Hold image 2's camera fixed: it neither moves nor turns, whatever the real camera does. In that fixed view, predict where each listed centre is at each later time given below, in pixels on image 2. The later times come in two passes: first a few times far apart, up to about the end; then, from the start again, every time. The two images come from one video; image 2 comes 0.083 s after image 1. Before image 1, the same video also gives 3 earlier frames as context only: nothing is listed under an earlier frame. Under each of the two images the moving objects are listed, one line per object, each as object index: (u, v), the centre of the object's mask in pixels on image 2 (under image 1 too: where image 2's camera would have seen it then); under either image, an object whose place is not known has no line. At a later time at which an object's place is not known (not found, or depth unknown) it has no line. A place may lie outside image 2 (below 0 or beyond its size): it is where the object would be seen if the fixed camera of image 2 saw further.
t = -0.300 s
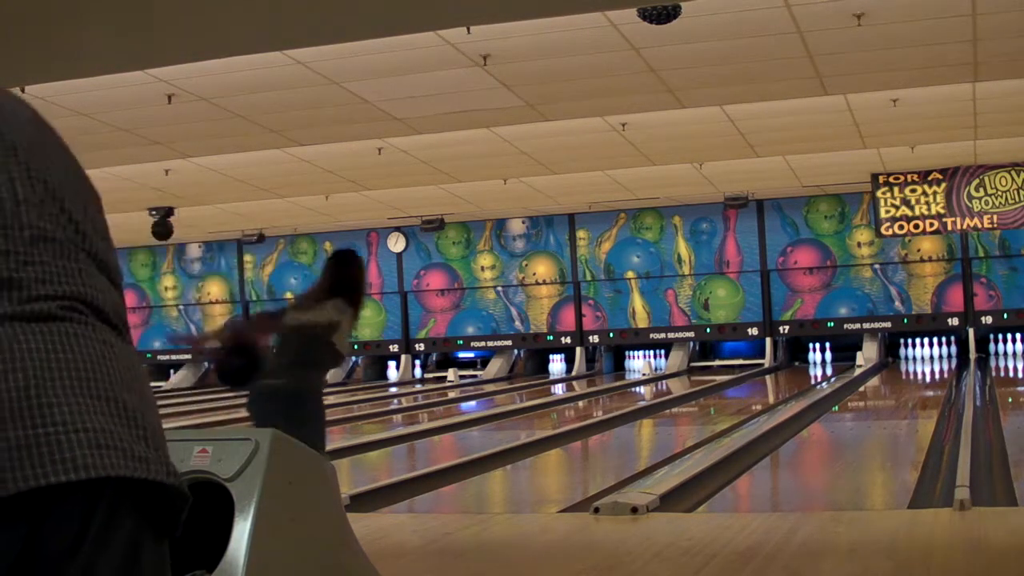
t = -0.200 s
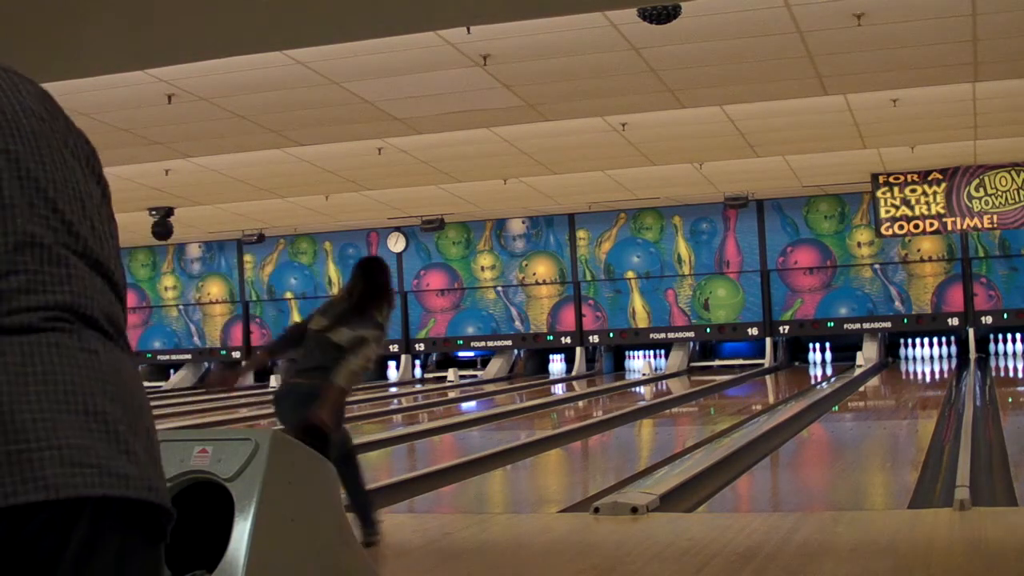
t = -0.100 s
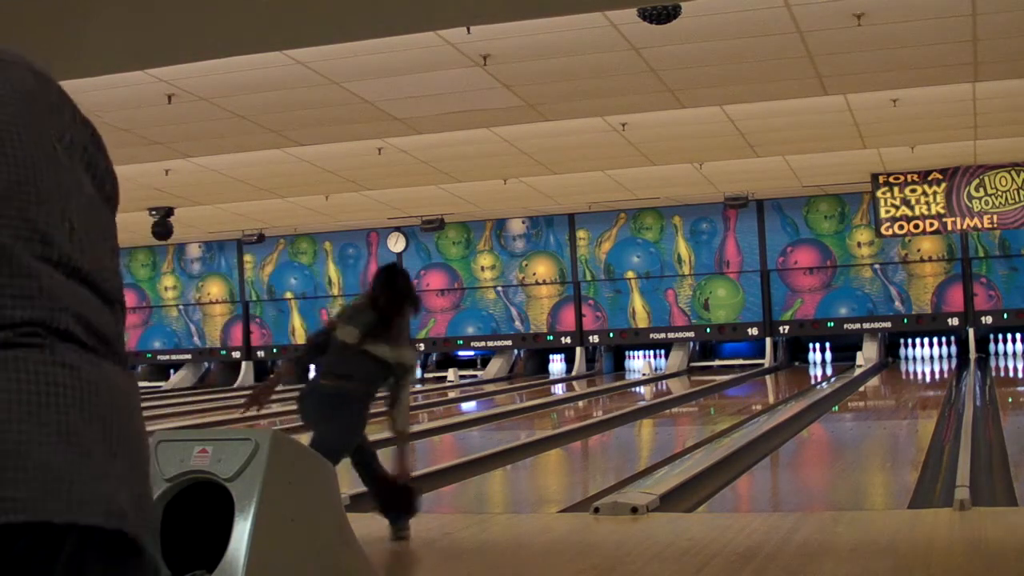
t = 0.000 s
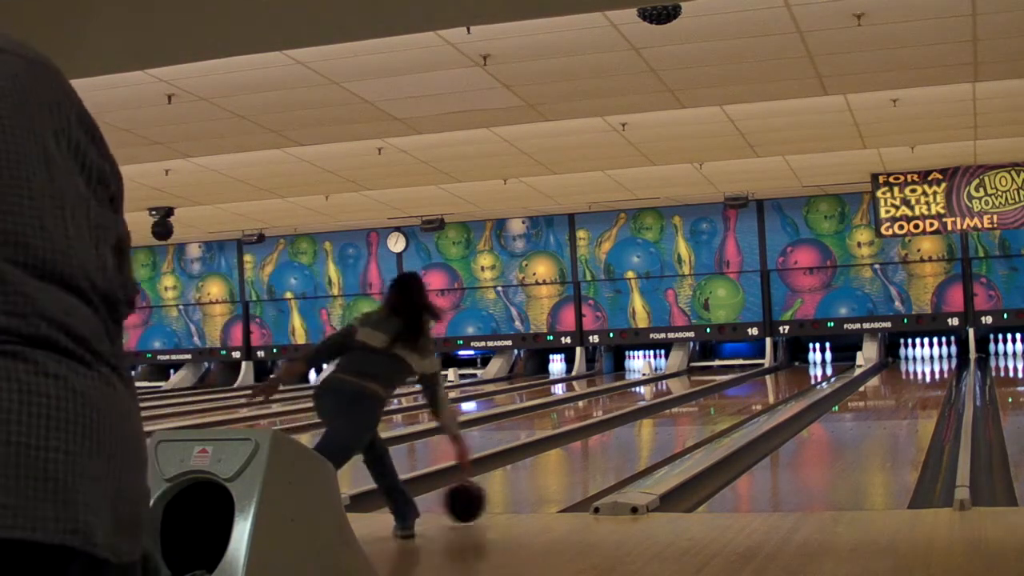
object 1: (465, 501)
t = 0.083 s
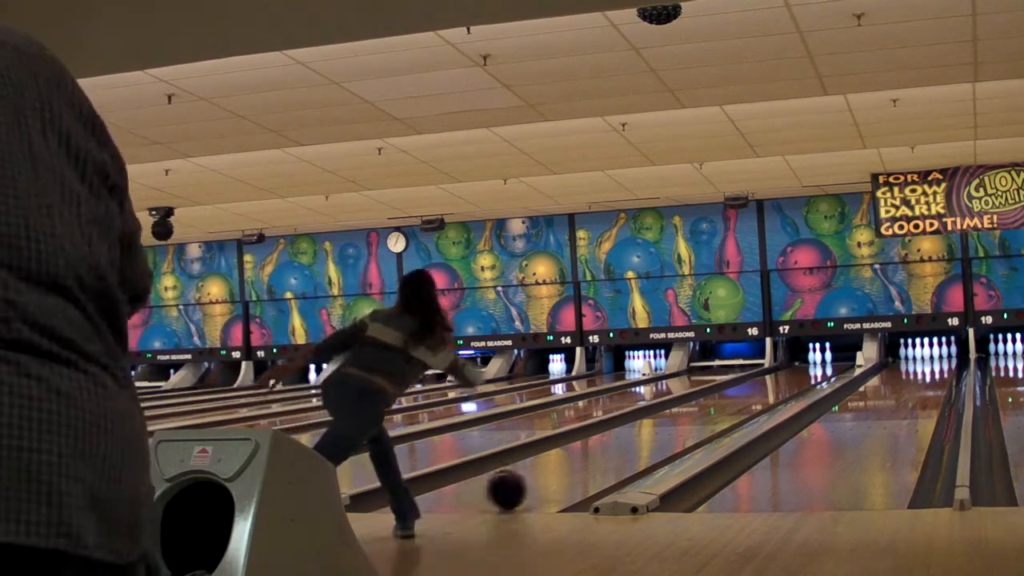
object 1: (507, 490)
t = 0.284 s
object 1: (583, 460)
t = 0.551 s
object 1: (652, 433)
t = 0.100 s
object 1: (514, 487)
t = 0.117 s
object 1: (521, 484)
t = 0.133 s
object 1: (528, 482)
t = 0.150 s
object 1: (535, 479)
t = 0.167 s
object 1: (541, 476)
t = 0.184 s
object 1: (547, 474)
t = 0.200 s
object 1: (554, 472)
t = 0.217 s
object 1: (560, 469)
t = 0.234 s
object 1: (567, 467)
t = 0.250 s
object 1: (572, 464)
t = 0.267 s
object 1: (577, 463)
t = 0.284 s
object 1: (583, 460)
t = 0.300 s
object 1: (588, 458)
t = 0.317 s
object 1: (592, 456)
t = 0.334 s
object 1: (597, 454)
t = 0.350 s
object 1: (603, 452)
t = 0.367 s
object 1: (608, 450)
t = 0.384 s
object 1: (612, 449)
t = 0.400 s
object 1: (617, 447)
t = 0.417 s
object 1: (621, 445)
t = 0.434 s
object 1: (625, 443)
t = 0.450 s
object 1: (629, 442)
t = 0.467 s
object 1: (633, 440)
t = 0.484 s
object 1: (638, 438)
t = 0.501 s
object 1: (641, 437)
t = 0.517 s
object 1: (645, 435)
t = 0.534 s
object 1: (649, 434)
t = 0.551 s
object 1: (652, 433)
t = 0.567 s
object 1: (657, 432)
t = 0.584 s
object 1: (660, 431)
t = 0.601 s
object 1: (663, 430)
